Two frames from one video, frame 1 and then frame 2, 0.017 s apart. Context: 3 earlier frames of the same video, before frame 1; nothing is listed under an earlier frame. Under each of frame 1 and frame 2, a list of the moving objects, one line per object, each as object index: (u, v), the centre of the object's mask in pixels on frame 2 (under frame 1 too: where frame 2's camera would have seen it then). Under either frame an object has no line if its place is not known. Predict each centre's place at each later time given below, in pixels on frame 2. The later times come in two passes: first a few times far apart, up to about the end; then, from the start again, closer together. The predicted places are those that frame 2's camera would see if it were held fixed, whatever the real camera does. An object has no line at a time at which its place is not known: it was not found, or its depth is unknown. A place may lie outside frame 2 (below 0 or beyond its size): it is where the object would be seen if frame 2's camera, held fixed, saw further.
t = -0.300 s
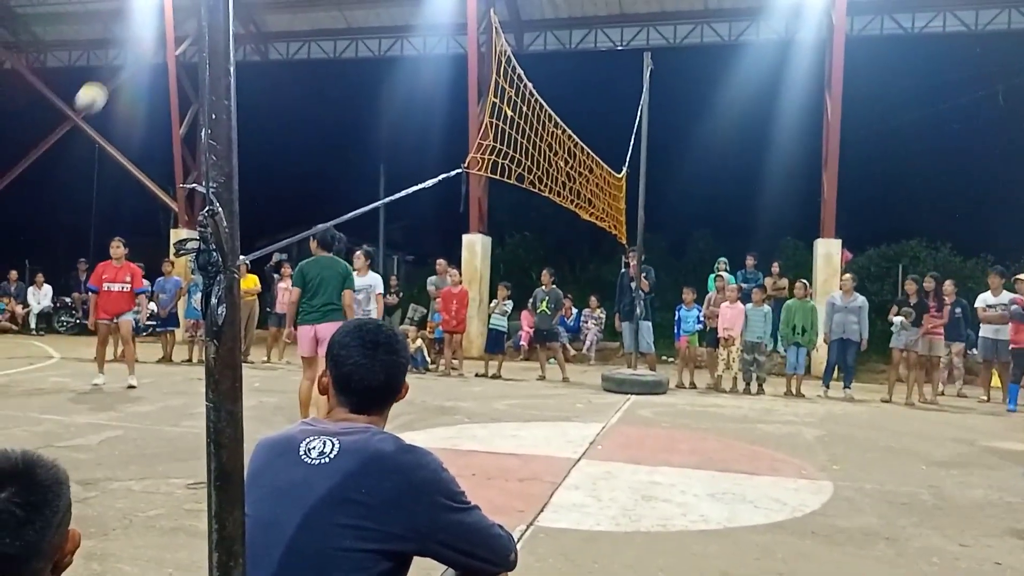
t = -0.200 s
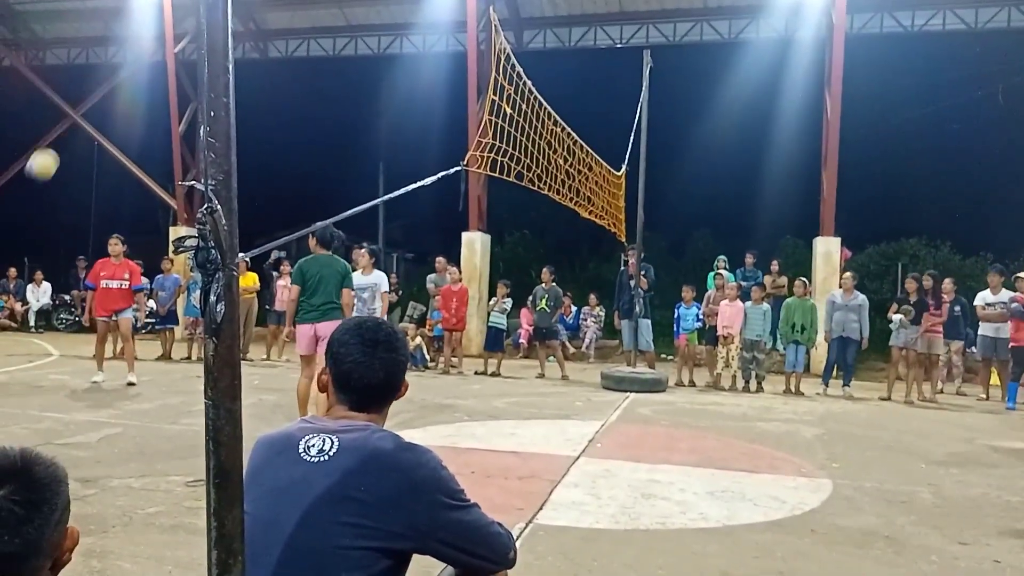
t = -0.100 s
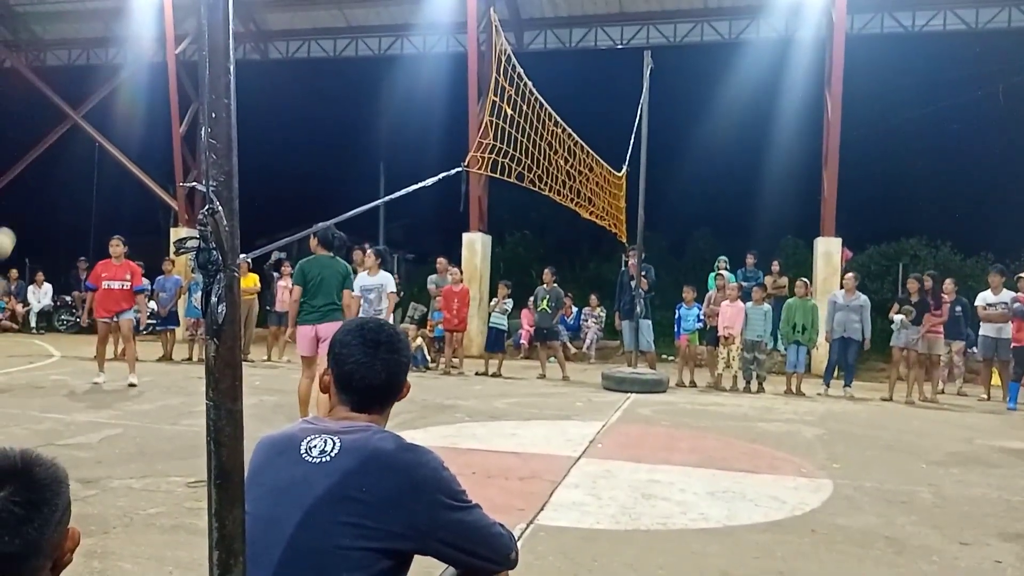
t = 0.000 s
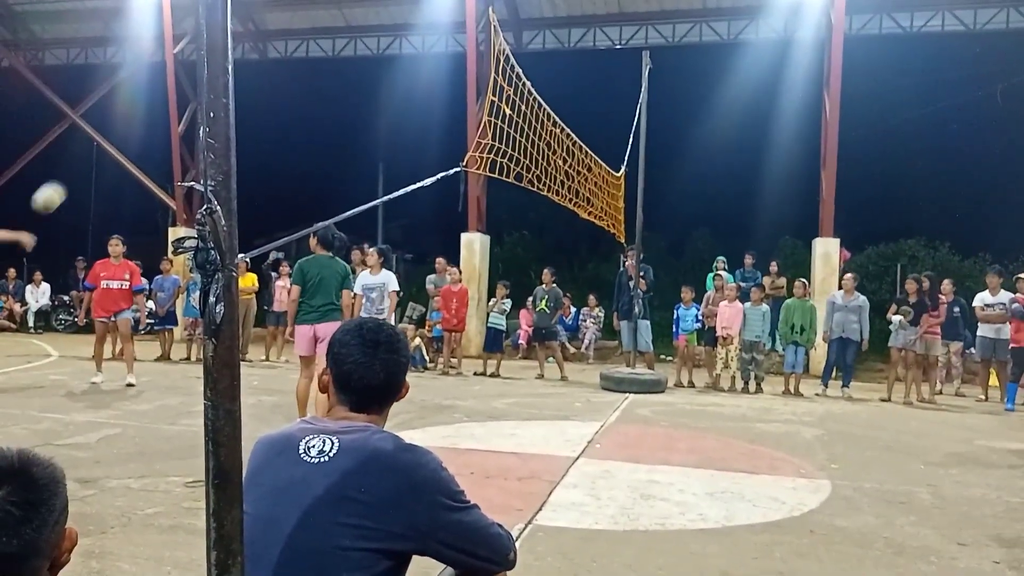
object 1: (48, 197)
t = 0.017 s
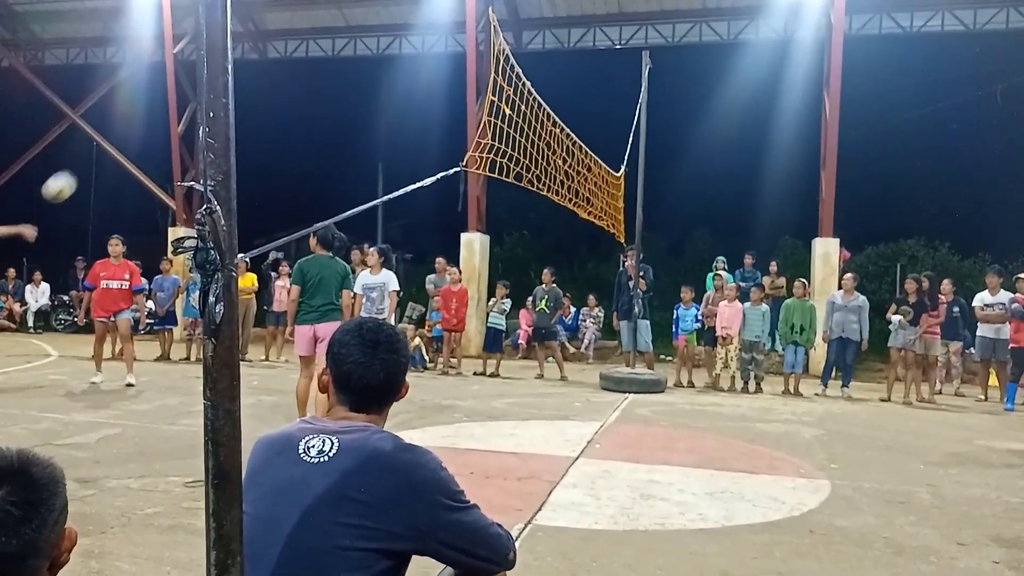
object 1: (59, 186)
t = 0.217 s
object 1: (187, 90)
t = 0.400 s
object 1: (304, 43)
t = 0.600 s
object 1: (421, 38)
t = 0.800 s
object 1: (534, 81)
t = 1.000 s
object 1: (638, 168)
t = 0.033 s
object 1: (70, 176)
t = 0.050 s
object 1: (82, 167)
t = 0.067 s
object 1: (92, 158)
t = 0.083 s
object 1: (103, 148)
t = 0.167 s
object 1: (159, 108)
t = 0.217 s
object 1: (187, 90)
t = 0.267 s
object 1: (235, 71)
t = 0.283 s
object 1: (239, 67)
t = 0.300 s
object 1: (245, 63)
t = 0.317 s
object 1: (252, 59)
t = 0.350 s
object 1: (274, 51)
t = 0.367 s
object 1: (283, 48)
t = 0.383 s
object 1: (293, 45)
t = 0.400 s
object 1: (304, 43)
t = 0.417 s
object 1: (315, 40)
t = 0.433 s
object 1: (324, 39)
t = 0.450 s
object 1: (334, 38)
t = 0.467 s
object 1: (344, 37)
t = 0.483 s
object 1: (354, 37)
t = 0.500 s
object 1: (363, 36)
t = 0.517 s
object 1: (373, 36)
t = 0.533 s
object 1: (382, 36)
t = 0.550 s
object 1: (391, 35)
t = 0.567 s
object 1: (402, 37)
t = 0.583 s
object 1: (411, 38)
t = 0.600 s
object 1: (421, 38)
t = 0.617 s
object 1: (430, 41)
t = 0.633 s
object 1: (439, 43)
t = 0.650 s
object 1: (450, 45)
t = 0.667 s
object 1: (460, 48)
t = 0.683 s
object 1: (470, 52)
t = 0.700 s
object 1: (478, 55)
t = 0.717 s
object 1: (487, 58)
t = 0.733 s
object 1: (496, 63)
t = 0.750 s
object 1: (505, 67)
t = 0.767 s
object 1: (515, 72)
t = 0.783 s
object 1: (523, 76)
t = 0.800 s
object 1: (534, 81)
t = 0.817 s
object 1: (543, 87)
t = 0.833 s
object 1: (551, 93)
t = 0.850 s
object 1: (559, 99)
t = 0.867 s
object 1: (568, 106)
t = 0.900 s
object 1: (587, 119)
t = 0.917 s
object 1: (595, 127)
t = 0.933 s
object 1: (604, 135)
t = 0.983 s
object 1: (629, 159)
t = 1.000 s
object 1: (638, 168)
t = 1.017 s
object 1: (646, 177)
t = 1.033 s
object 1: (654, 186)
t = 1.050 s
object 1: (663, 196)
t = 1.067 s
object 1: (671, 206)
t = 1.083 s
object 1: (680, 216)
